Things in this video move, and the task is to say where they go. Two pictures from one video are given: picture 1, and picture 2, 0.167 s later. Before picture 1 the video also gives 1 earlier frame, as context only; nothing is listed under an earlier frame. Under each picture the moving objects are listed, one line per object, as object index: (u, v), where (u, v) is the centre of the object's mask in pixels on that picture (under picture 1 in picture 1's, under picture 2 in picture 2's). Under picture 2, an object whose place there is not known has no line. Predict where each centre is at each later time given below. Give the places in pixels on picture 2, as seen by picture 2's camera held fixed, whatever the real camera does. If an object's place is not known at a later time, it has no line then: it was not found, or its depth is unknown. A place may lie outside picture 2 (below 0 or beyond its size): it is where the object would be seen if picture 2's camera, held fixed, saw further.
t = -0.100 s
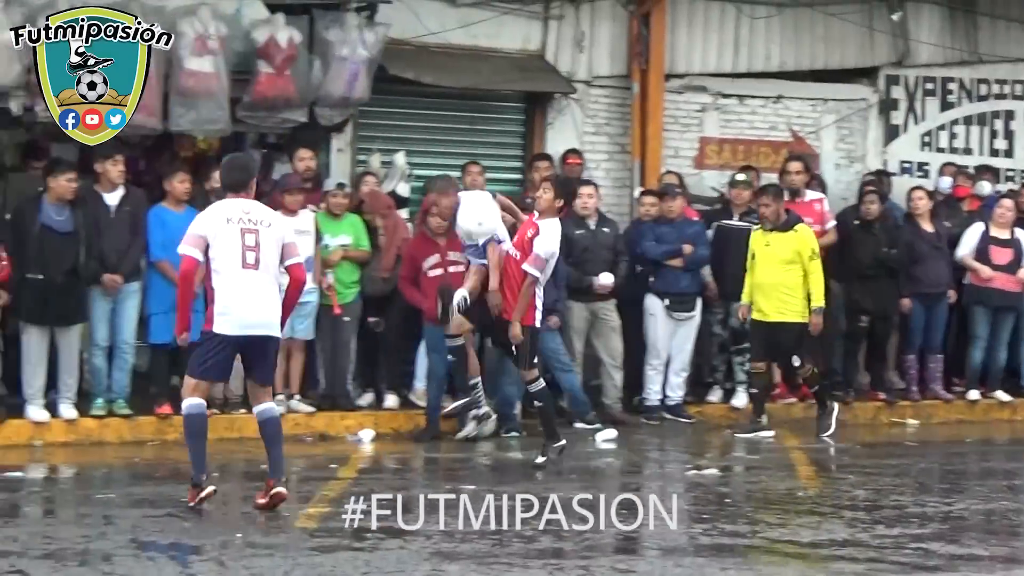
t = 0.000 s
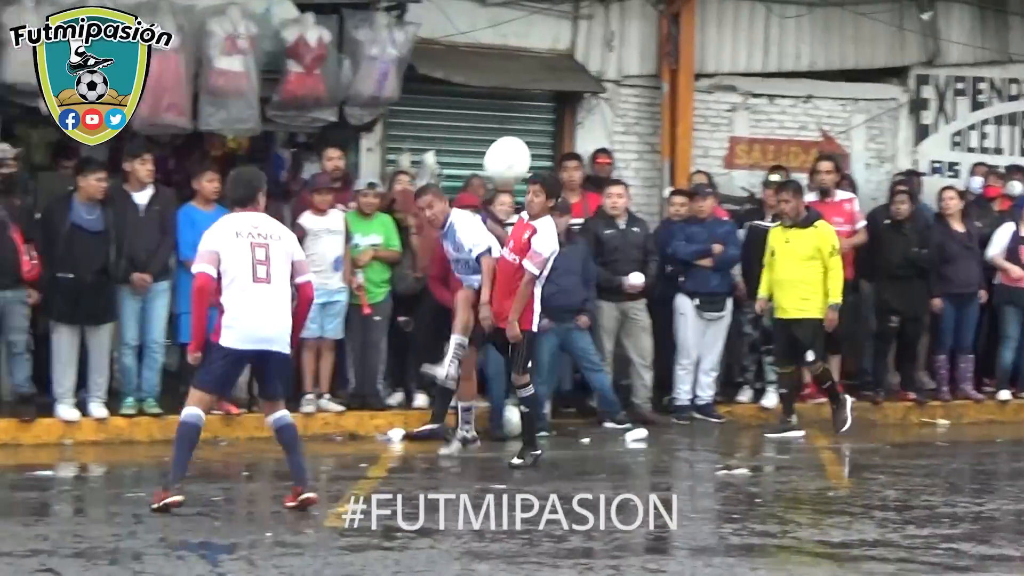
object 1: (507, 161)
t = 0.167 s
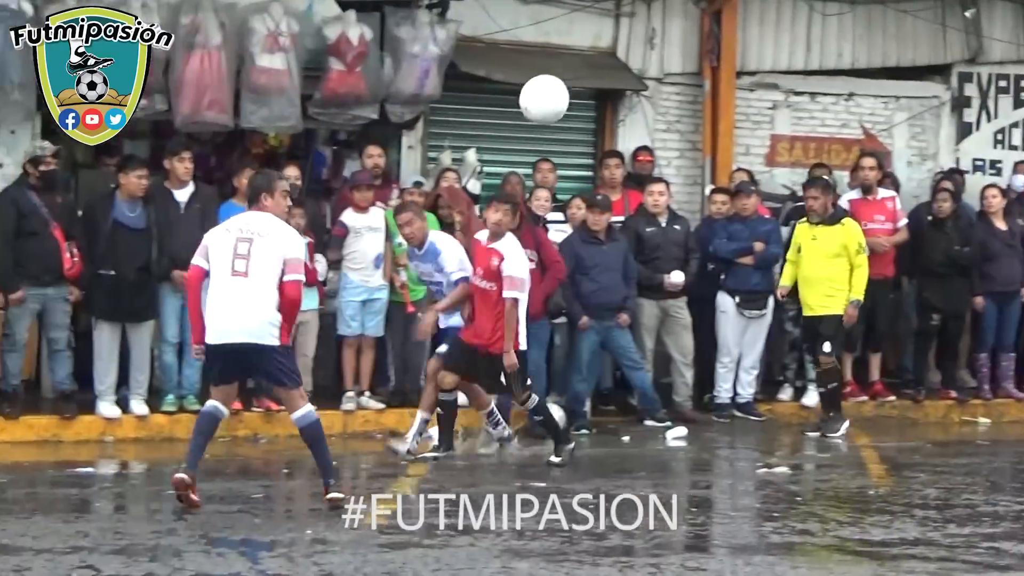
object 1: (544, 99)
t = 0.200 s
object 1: (543, 94)
